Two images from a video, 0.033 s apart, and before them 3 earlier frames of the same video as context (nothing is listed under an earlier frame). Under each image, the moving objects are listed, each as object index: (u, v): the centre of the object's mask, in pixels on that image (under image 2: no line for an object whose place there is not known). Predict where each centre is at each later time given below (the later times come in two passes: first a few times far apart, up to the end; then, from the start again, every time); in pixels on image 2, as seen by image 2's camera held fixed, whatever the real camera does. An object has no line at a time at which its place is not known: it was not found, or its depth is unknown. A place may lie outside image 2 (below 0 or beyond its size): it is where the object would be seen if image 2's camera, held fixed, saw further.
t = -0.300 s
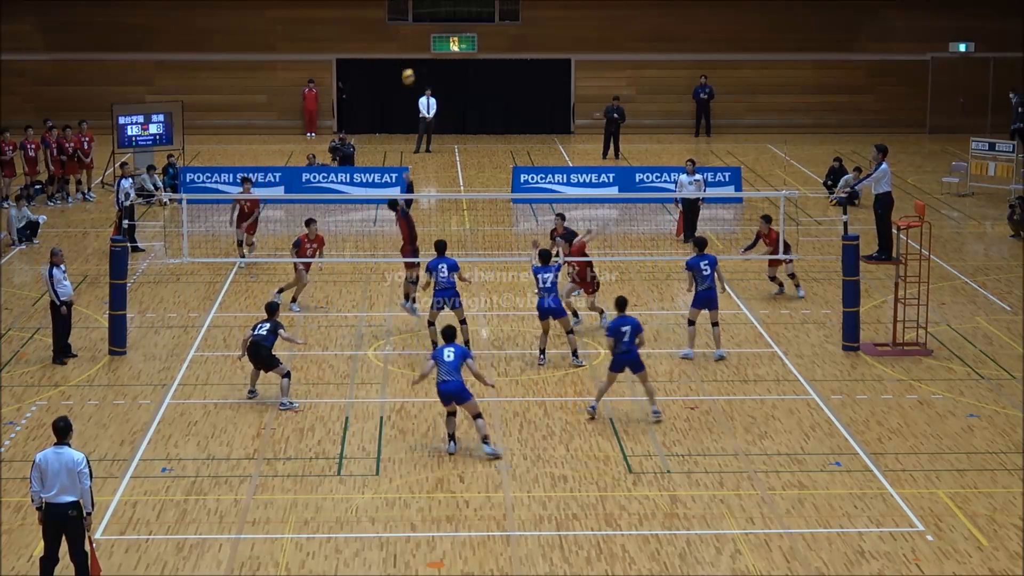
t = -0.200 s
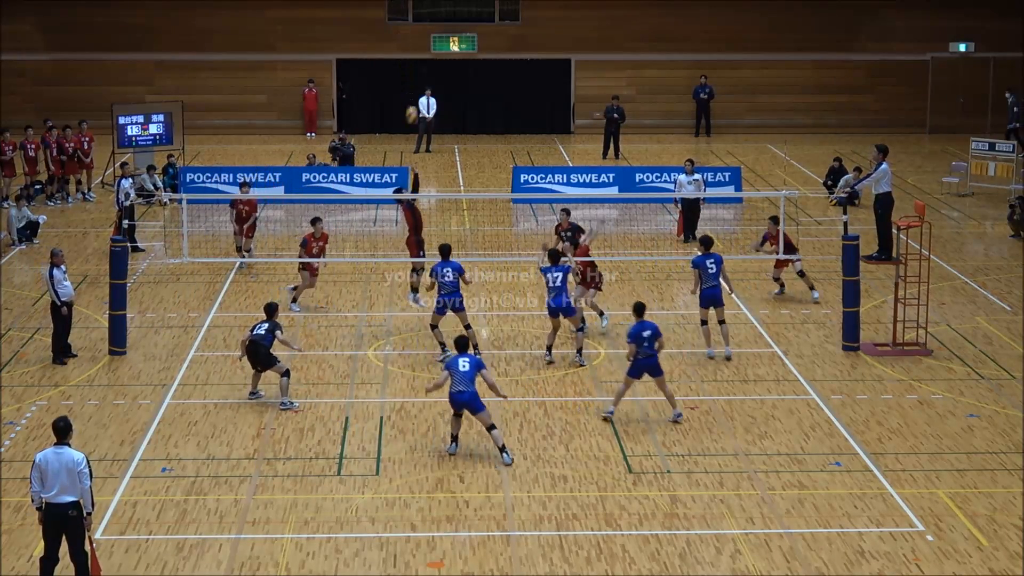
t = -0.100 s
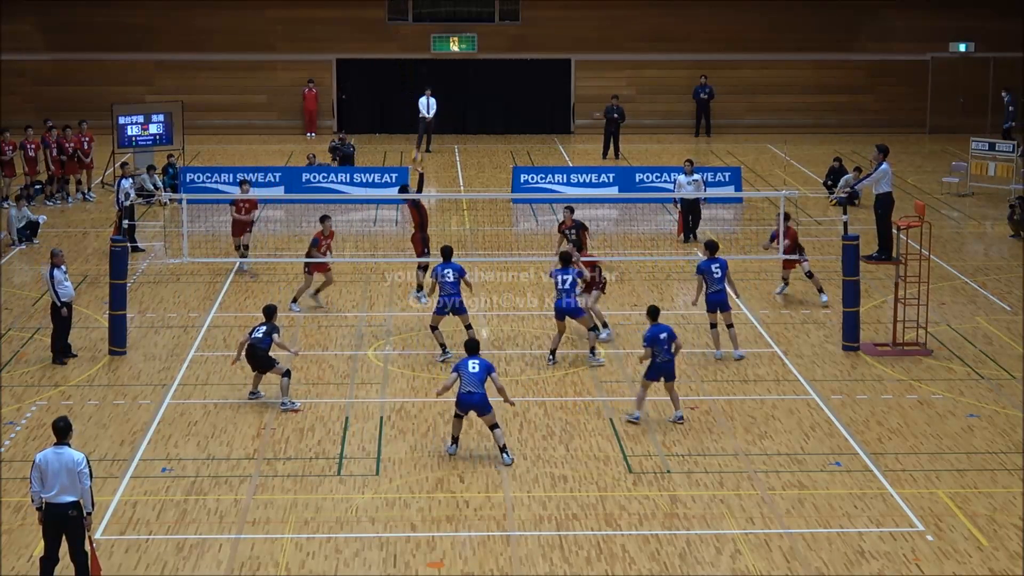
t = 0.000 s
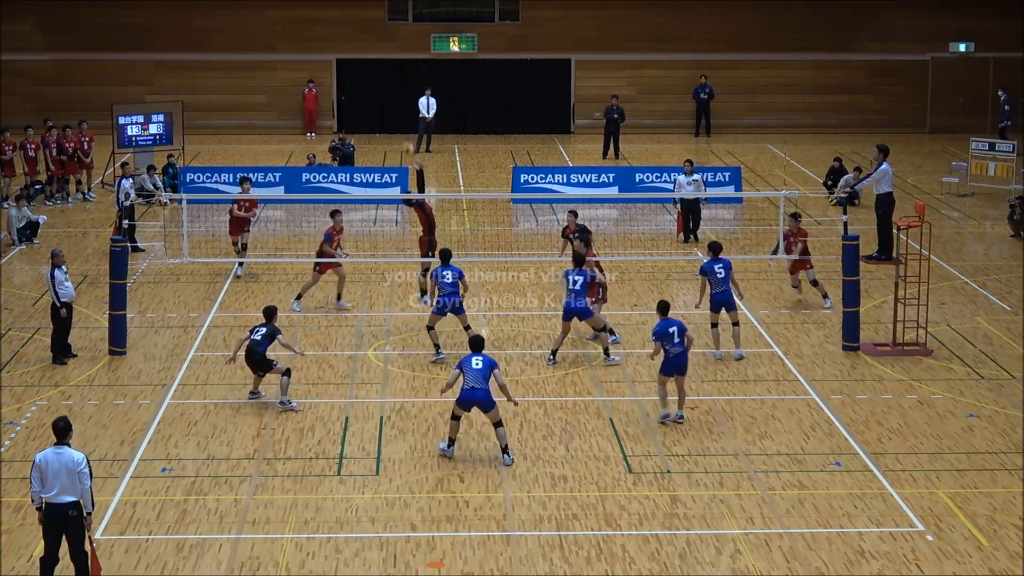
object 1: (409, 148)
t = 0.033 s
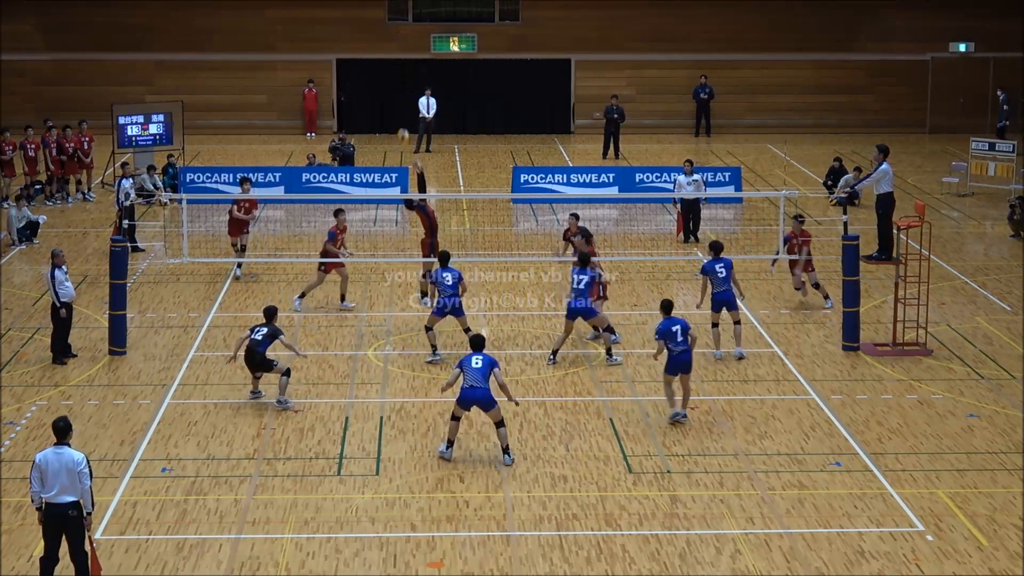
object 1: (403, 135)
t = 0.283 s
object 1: (367, 61)
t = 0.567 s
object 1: (327, 22)
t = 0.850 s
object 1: (289, 33)
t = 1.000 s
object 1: (270, 58)
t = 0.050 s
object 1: (401, 129)
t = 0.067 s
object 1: (399, 124)
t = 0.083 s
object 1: (396, 119)
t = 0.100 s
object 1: (394, 113)
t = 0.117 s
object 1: (391, 107)
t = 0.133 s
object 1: (389, 102)
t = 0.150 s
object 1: (386, 97)
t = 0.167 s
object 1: (384, 92)
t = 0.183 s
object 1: (381, 87)
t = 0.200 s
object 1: (379, 82)
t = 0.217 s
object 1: (376, 78)
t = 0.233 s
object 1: (374, 73)
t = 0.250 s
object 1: (371, 69)
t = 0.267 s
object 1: (369, 65)
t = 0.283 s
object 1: (367, 61)
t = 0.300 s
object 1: (364, 58)
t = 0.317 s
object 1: (362, 54)
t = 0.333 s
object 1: (360, 51)
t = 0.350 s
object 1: (357, 47)
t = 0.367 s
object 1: (355, 44)
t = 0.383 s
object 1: (353, 41)
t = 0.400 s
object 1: (350, 39)
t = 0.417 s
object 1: (348, 37)
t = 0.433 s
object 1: (346, 34)
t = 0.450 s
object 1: (343, 32)
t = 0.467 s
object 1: (341, 30)
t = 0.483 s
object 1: (339, 29)
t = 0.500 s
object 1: (336, 27)
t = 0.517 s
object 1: (334, 26)
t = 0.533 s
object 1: (332, 24)
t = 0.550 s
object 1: (329, 23)
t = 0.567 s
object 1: (327, 22)
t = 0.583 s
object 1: (325, 21)
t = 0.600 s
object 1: (322, 21)
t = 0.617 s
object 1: (320, 20)
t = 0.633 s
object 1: (318, 20)
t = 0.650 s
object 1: (315, 20)
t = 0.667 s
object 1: (313, 20)
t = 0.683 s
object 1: (311, 21)
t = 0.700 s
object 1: (309, 21)
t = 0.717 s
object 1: (306, 21)
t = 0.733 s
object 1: (304, 22)
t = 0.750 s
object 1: (302, 23)
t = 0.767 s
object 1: (300, 24)
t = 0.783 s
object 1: (298, 26)
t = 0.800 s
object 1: (295, 28)
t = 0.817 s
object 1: (293, 29)
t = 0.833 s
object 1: (291, 31)
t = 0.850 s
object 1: (289, 33)
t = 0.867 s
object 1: (287, 35)
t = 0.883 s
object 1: (285, 38)
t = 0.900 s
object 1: (283, 40)
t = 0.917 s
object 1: (280, 43)
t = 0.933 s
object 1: (278, 46)
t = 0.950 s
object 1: (276, 48)
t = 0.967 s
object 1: (274, 51)
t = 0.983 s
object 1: (272, 55)
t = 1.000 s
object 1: (270, 58)
